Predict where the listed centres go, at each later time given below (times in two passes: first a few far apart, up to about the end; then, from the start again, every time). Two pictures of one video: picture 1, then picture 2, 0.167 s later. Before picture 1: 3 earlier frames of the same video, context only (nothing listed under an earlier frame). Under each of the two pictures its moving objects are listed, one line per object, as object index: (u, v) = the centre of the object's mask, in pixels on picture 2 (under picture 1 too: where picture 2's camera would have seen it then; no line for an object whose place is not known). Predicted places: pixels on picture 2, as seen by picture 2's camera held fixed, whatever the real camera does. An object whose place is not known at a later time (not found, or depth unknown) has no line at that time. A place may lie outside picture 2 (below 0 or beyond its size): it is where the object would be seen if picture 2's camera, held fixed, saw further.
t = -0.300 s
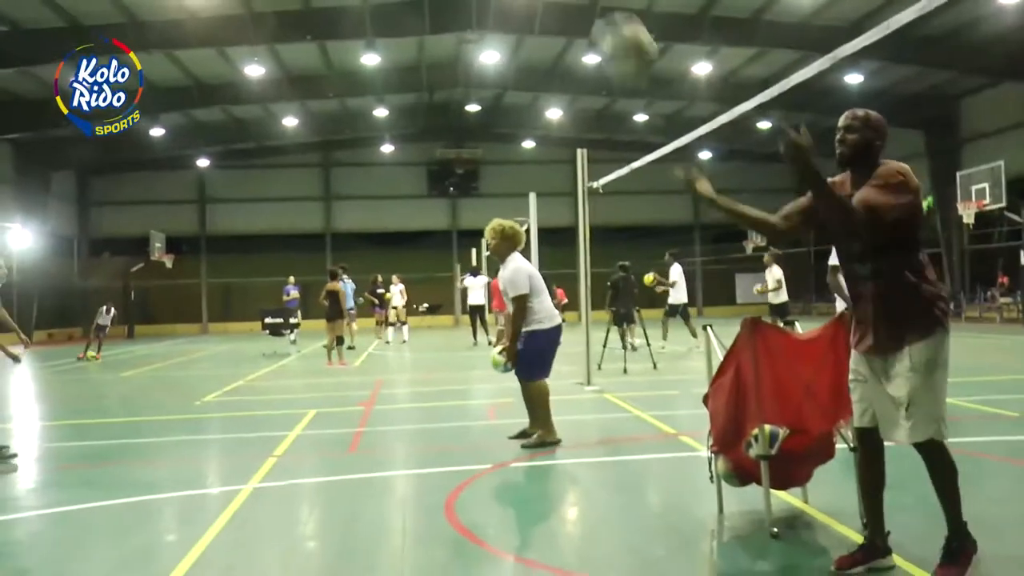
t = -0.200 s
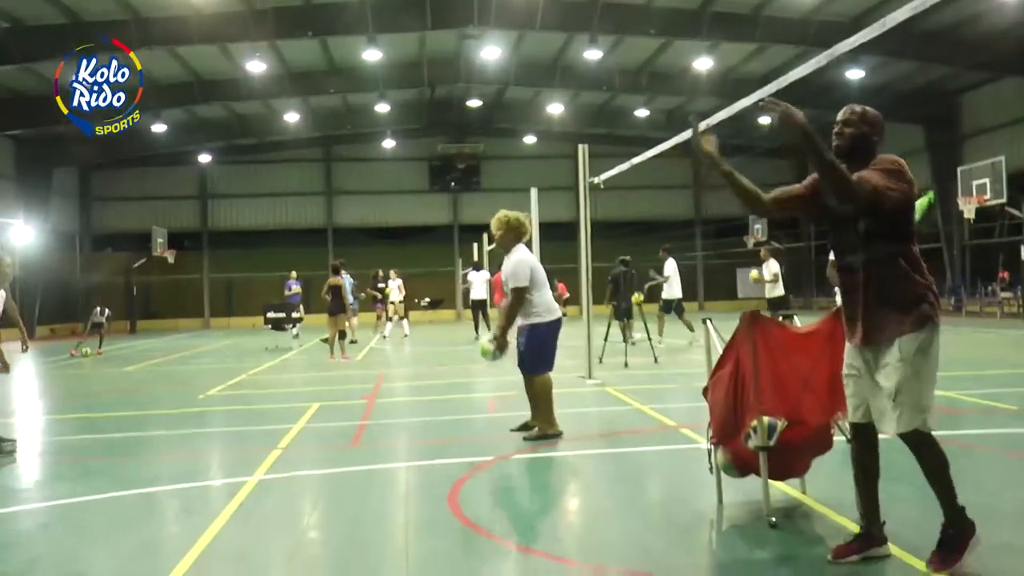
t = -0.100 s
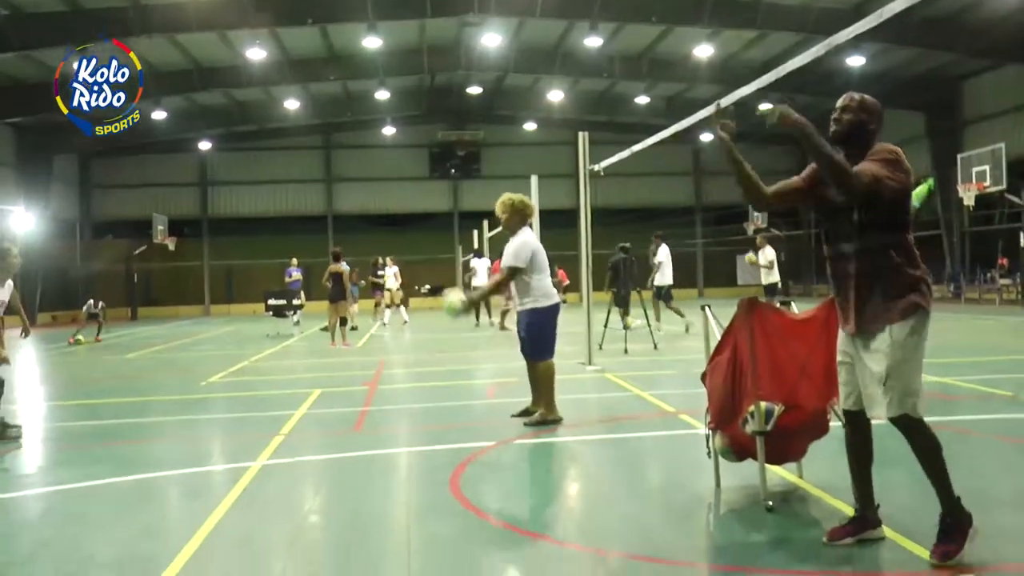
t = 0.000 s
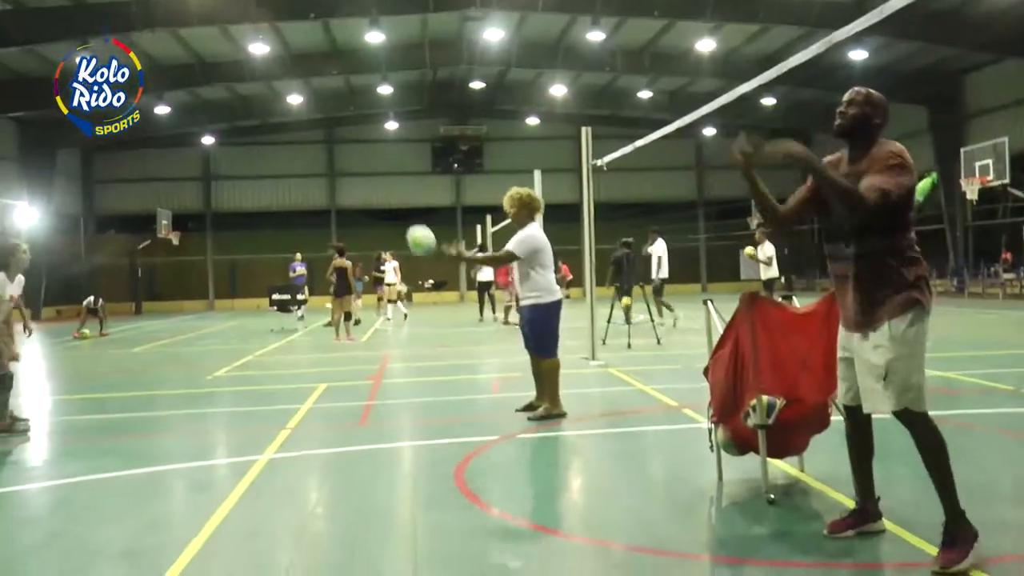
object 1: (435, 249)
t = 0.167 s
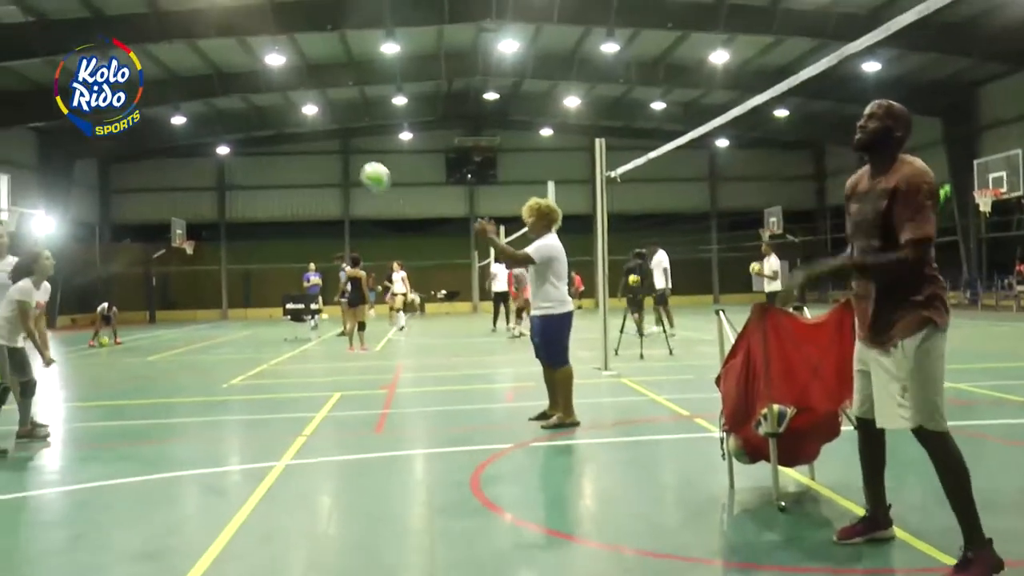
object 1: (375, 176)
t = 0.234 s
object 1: (352, 158)
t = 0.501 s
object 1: (269, 139)
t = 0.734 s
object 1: (204, 193)
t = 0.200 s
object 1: (364, 166)
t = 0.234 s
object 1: (352, 158)
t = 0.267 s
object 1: (342, 151)
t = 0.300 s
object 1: (331, 145)
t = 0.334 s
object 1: (320, 140)
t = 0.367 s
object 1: (310, 138)
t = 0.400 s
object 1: (299, 136)
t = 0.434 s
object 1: (289, 136)
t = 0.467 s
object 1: (279, 137)
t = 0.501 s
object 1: (269, 139)
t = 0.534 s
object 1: (260, 142)
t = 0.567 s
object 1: (250, 147)
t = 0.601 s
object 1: (241, 154)
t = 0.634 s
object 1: (232, 162)
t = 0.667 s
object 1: (222, 171)
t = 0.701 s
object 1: (213, 182)
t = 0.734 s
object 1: (204, 193)
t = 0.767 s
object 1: (196, 206)
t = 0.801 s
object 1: (186, 222)
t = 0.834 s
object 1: (178, 237)
